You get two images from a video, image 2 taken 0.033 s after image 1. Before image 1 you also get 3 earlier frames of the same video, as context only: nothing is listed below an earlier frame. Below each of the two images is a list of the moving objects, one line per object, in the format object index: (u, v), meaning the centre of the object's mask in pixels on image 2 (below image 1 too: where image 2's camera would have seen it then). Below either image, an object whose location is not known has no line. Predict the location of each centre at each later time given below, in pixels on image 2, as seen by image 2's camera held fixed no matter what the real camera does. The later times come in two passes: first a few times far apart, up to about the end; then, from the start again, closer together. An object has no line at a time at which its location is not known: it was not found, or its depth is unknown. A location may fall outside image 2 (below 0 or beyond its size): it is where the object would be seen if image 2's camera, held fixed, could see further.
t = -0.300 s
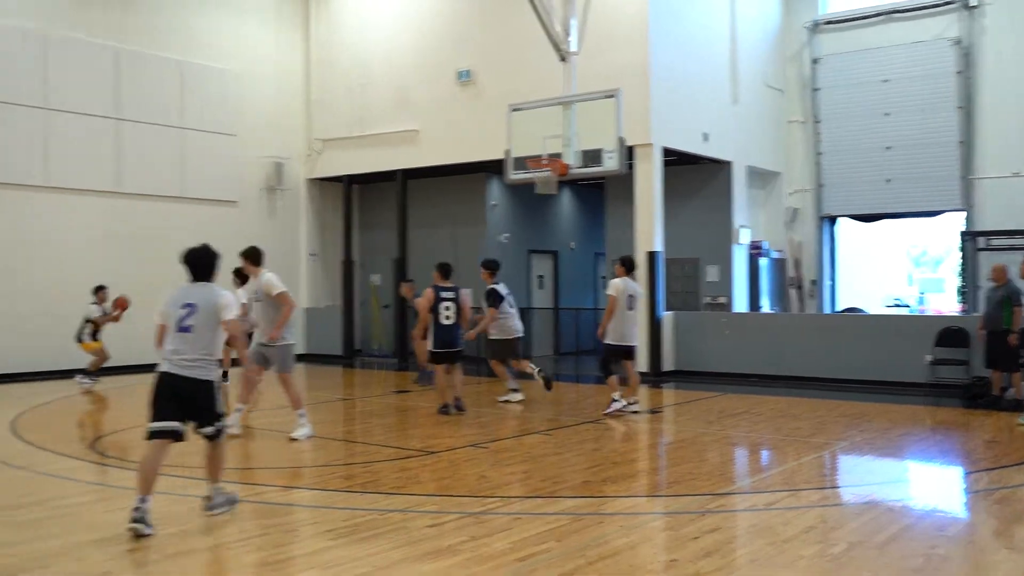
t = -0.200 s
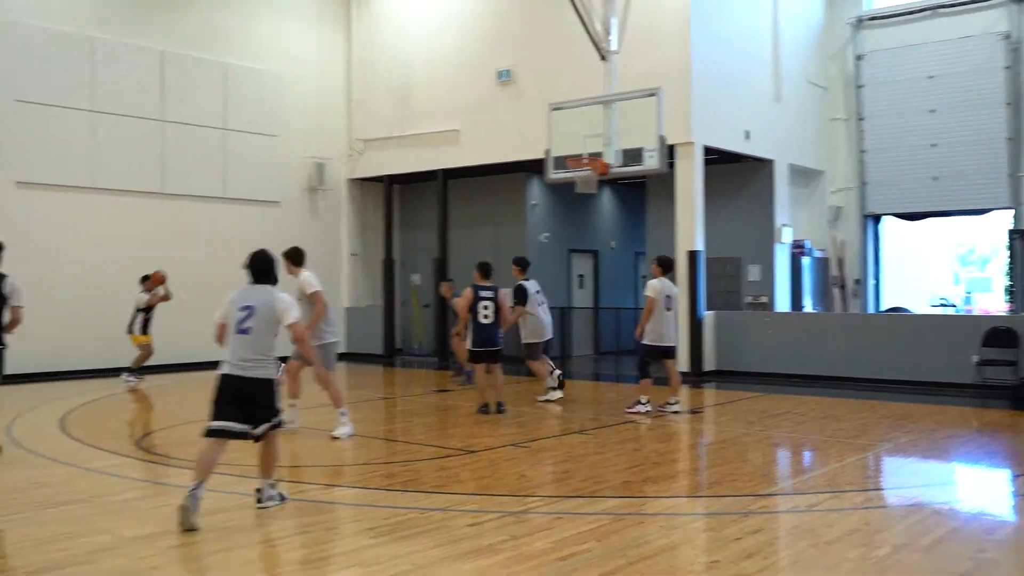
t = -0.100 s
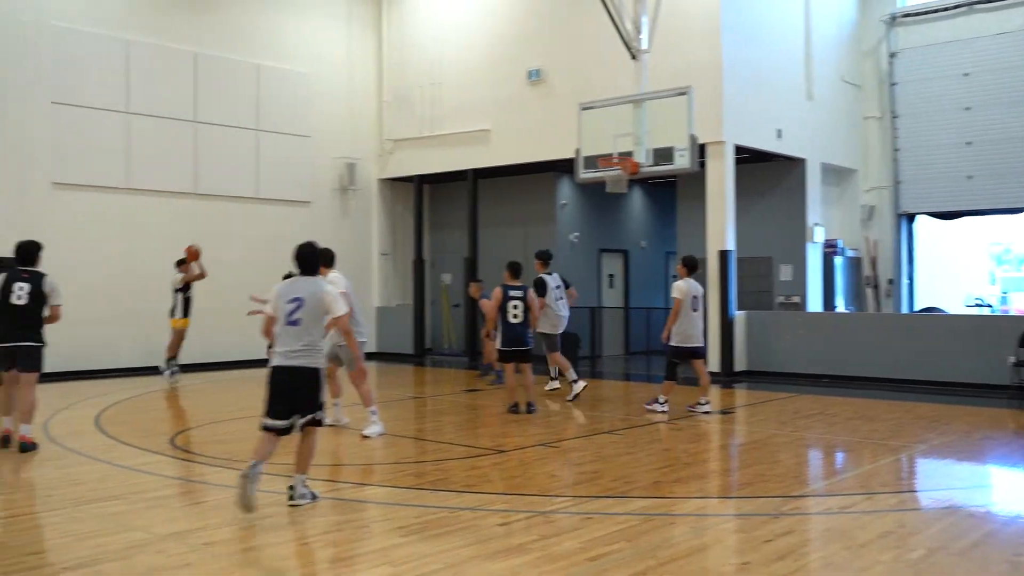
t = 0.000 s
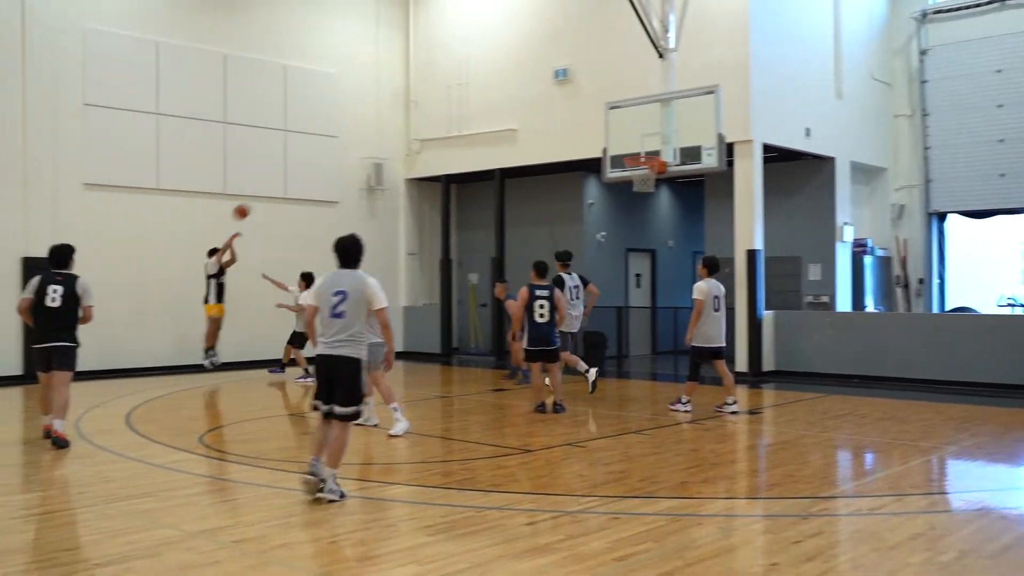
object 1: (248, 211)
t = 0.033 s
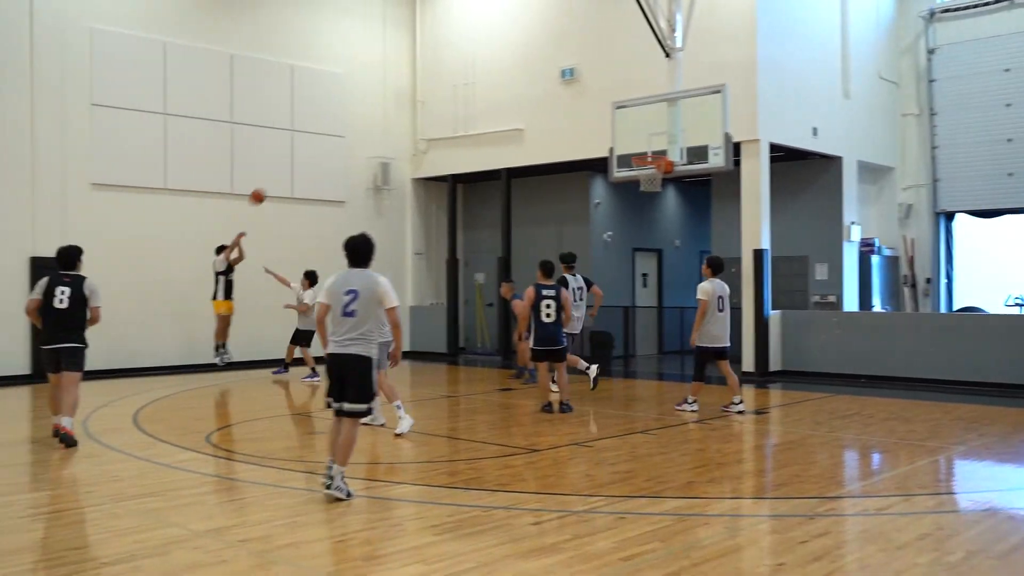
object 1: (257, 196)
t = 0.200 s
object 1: (305, 134)
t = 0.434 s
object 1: (374, 73)
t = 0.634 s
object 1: (434, 47)
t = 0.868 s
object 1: (509, 49)
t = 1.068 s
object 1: (575, 82)
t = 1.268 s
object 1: (644, 146)
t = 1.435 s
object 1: (655, 203)
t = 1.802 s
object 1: (641, 387)
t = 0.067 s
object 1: (267, 182)
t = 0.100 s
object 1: (277, 169)
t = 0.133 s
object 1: (286, 157)
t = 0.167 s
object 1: (296, 145)
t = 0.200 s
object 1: (305, 134)
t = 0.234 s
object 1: (316, 123)
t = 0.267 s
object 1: (325, 113)
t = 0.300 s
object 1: (334, 104)
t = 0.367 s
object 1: (354, 87)
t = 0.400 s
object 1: (363, 79)
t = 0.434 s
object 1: (374, 73)
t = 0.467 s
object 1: (383, 67)
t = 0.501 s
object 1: (393, 61)
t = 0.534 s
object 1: (403, 56)
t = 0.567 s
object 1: (414, 52)
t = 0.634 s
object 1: (434, 47)
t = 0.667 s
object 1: (445, 45)
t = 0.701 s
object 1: (455, 44)
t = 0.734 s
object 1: (466, 43)
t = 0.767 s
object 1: (477, 44)
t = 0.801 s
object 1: (488, 45)
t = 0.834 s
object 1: (499, 47)
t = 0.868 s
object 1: (509, 49)
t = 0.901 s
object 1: (520, 53)
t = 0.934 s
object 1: (531, 57)
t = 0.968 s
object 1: (542, 62)
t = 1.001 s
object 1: (552, 68)
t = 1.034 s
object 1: (563, 75)
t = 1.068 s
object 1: (575, 82)
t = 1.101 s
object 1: (587, 90)
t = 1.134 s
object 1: (598, 100)
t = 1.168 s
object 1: (609, 110)
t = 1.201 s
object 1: (621, 122)
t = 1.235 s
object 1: (632, 133)
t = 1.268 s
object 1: (644, 146)
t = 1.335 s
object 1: (659, 171)
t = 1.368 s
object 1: (656, 182)
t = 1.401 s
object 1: (656, 192)
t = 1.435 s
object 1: (655, 203)
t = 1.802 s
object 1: (641, 387)
